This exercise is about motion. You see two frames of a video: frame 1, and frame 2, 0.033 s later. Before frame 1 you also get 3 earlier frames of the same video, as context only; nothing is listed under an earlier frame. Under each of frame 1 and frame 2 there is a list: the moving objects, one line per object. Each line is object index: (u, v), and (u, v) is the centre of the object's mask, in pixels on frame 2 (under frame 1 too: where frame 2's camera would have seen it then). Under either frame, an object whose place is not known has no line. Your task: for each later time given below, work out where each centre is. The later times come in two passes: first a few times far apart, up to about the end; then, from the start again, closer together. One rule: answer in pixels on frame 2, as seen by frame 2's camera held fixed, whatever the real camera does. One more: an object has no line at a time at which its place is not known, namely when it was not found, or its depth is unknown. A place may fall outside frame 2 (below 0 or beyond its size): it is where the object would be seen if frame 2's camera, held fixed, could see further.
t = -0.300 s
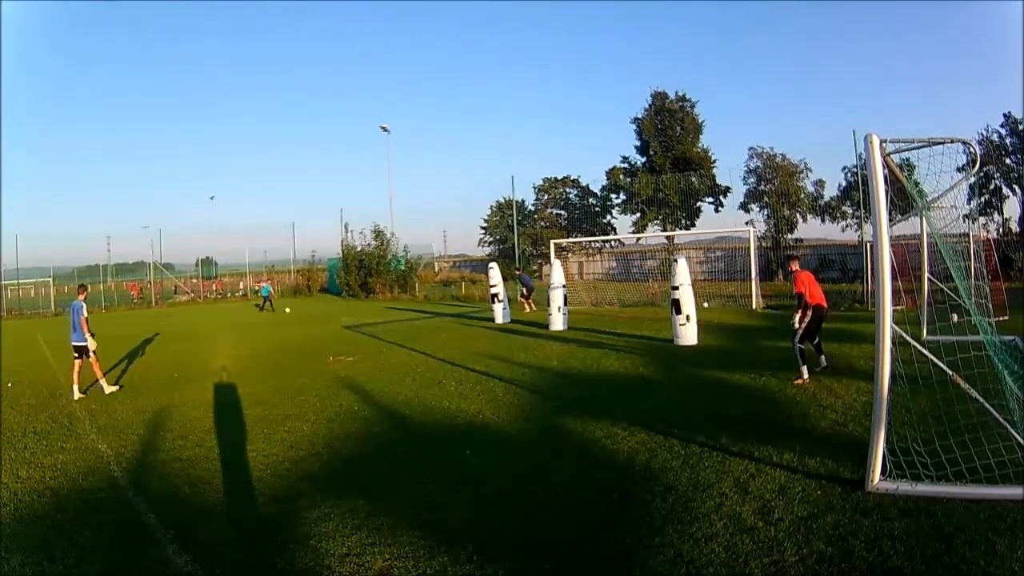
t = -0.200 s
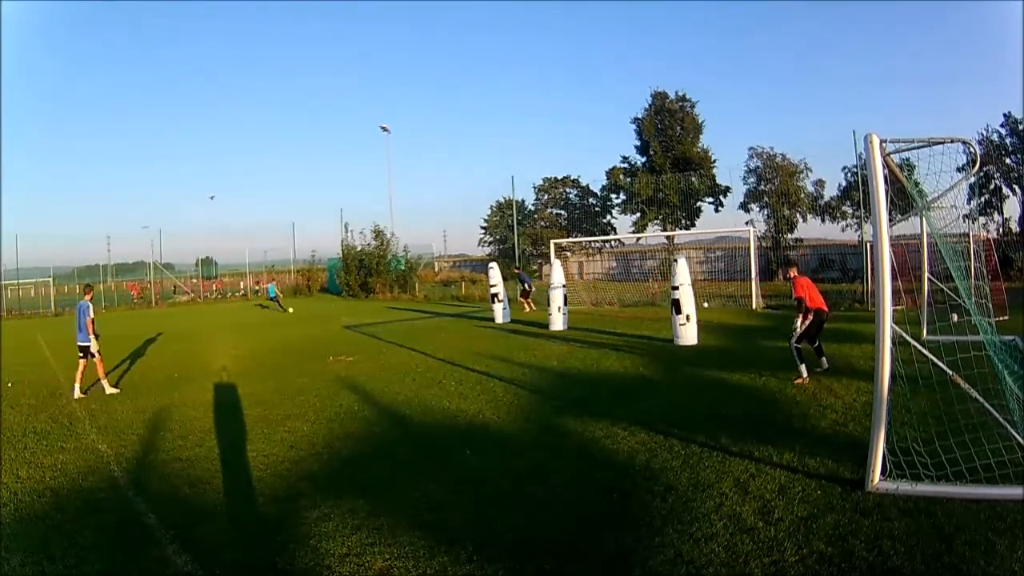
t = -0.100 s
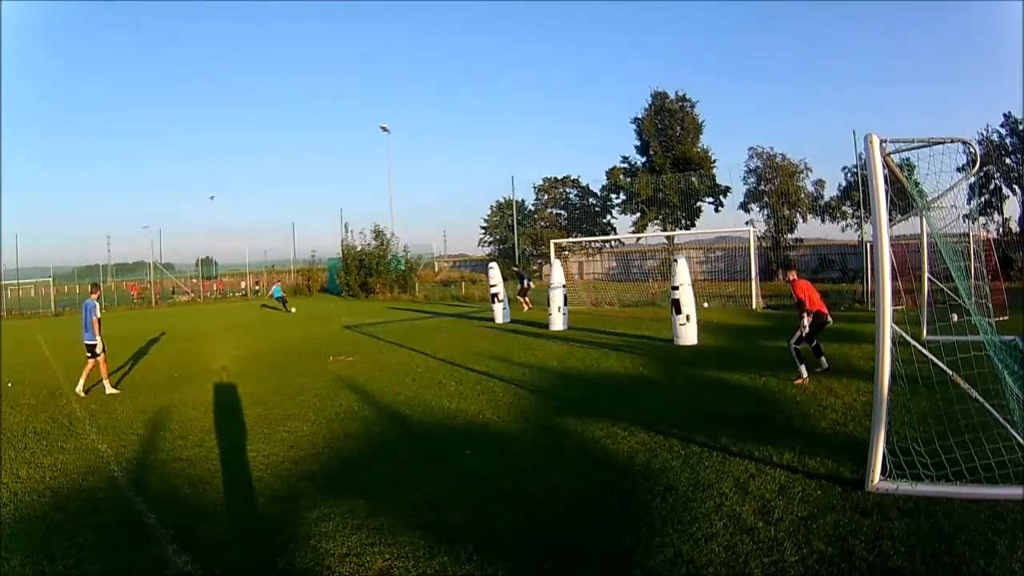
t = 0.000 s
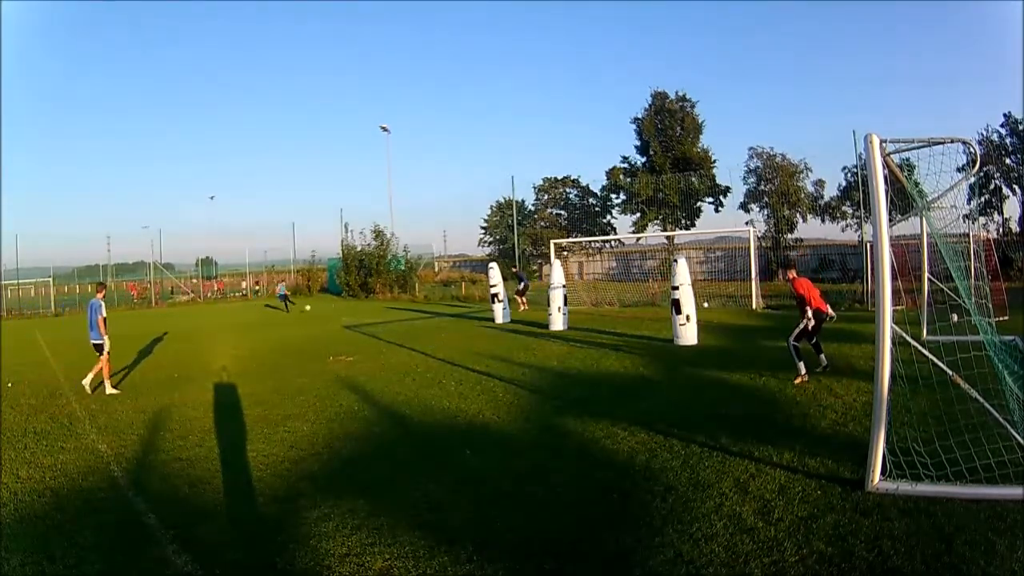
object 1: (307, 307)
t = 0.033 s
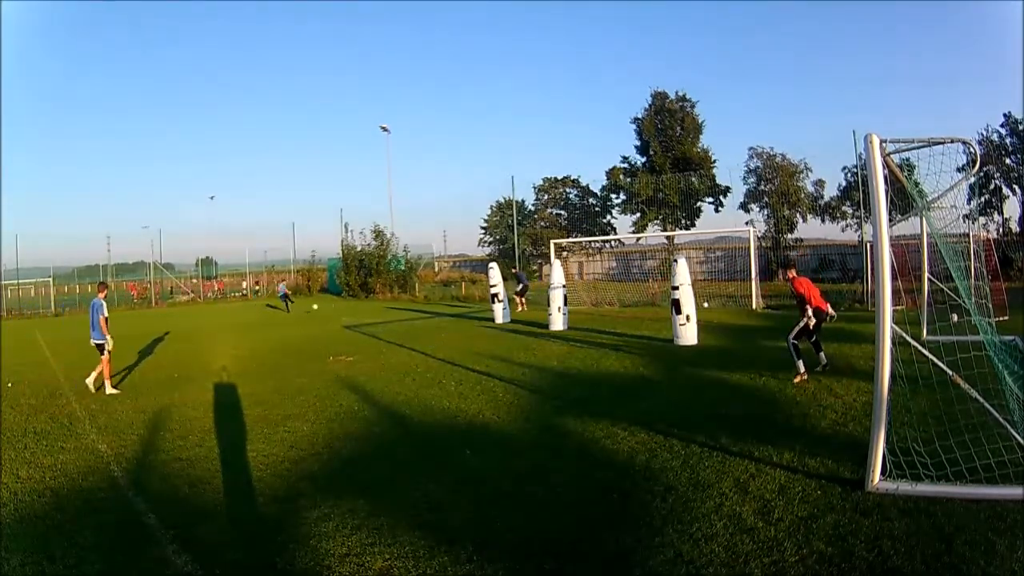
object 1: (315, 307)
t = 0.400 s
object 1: (420, 327)
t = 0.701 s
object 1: (562, 350)
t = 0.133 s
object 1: (338, 306)
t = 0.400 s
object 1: (420, 327)
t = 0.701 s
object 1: (562, 350)
